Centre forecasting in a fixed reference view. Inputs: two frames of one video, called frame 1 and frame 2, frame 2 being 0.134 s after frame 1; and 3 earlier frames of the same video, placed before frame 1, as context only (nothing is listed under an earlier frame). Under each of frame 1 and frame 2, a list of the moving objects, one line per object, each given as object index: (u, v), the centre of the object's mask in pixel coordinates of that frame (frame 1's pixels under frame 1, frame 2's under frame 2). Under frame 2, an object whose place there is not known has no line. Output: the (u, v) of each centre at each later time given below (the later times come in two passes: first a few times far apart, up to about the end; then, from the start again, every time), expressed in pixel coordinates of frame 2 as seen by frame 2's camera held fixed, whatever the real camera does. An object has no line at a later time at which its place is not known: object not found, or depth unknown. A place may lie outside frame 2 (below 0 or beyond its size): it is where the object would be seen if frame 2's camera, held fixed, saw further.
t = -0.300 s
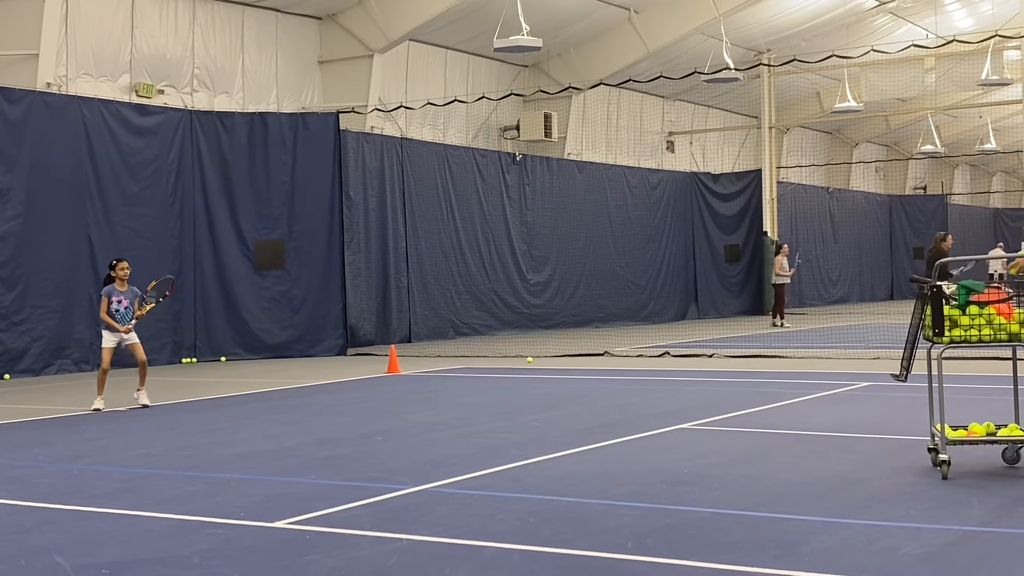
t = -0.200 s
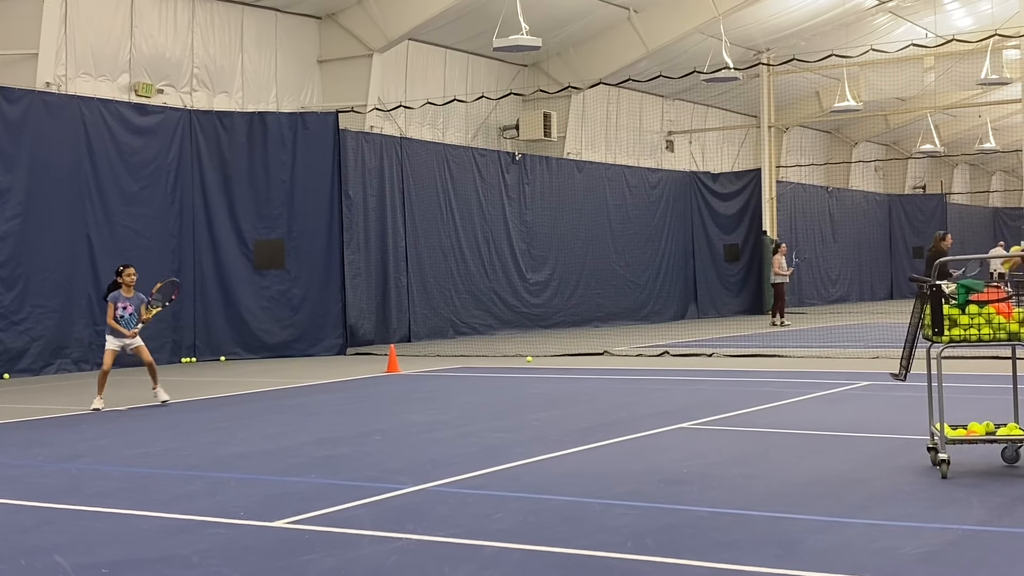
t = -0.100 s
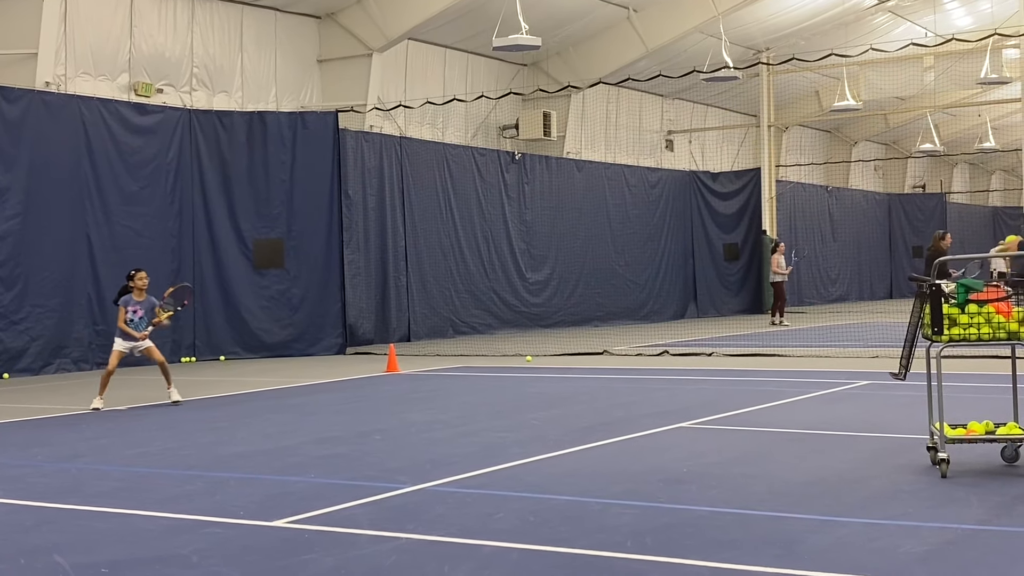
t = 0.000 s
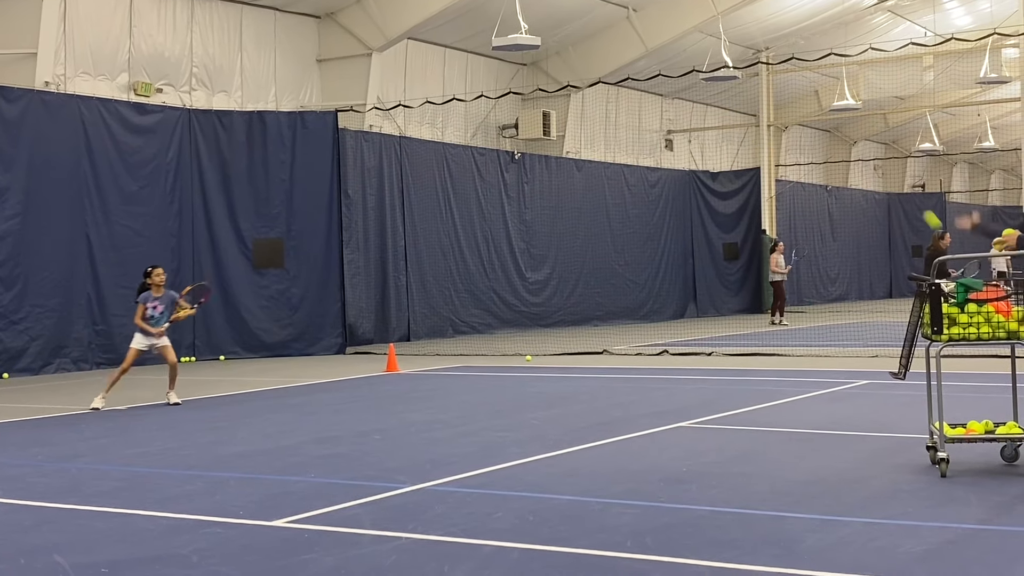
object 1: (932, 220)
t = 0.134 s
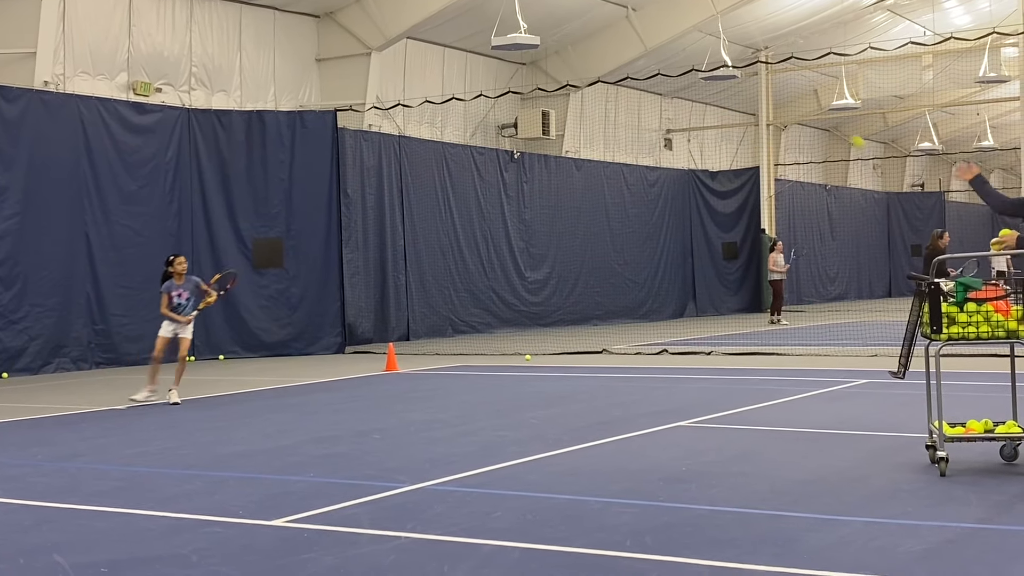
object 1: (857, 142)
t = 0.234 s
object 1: (809, 107)
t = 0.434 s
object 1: (722, 91)
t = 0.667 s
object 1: (638, 142)
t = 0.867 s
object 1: (577, 236)
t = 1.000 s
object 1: (543, 317)
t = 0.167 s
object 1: (841, 129)
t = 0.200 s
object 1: (825, 117)
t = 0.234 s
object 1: (809, 107)
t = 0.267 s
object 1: (793, 100)
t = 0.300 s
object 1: (778, 95)
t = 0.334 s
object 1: (763, 92)
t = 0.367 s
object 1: (750, 90)
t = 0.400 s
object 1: (735, 90)
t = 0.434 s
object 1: (722, 91)
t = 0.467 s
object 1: (709, 95)
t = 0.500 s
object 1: (696, 99)
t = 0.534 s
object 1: (684, 105)
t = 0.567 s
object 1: (672, 113)
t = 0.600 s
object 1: (660, 122)
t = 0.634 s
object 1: (648, 132)
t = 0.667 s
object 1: (638, 142)
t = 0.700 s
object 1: (627, 156)
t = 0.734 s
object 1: (616, 170)
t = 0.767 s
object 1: (606, 184)
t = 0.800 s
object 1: (596, 200)
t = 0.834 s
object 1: (587, 217)
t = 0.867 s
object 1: (577, 236)
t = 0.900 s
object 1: (568, 254)
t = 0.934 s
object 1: (560, 274)
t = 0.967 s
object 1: (551, 295)
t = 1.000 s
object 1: (543, 317)
